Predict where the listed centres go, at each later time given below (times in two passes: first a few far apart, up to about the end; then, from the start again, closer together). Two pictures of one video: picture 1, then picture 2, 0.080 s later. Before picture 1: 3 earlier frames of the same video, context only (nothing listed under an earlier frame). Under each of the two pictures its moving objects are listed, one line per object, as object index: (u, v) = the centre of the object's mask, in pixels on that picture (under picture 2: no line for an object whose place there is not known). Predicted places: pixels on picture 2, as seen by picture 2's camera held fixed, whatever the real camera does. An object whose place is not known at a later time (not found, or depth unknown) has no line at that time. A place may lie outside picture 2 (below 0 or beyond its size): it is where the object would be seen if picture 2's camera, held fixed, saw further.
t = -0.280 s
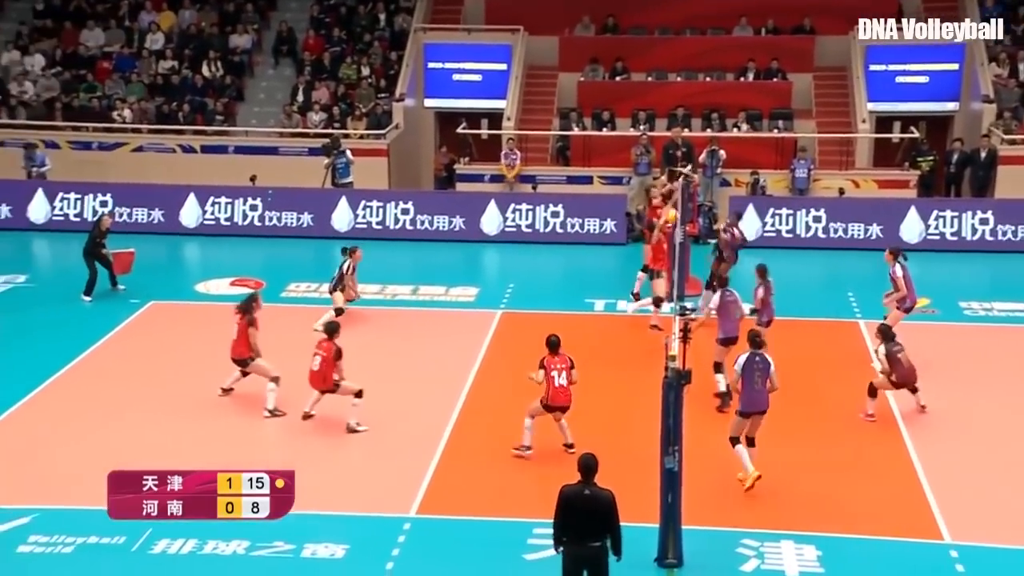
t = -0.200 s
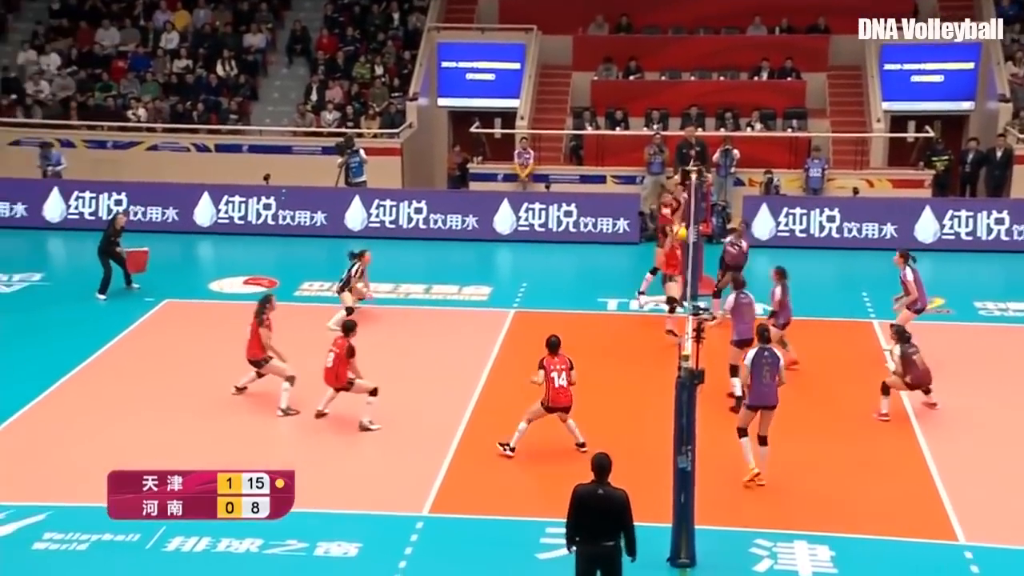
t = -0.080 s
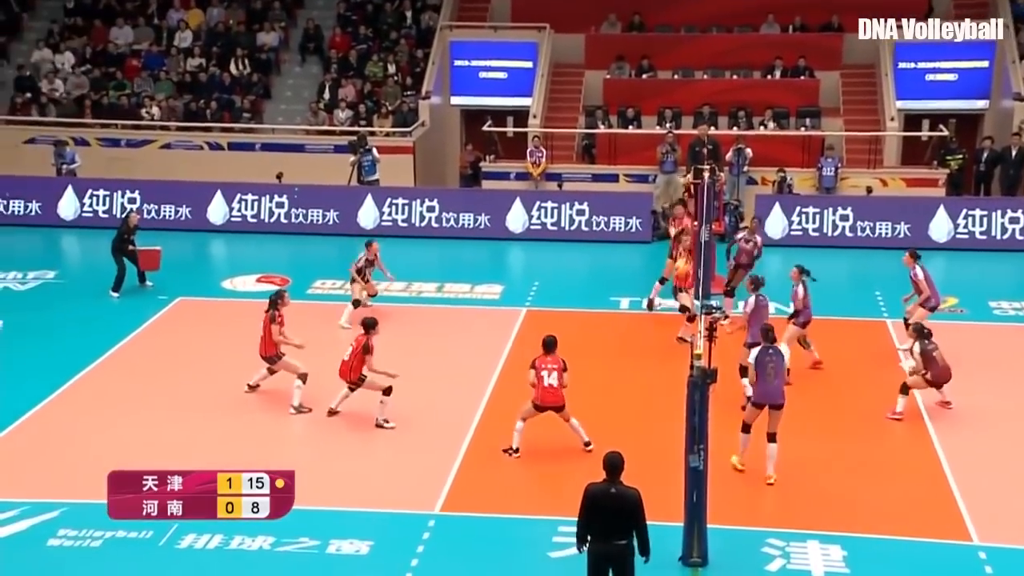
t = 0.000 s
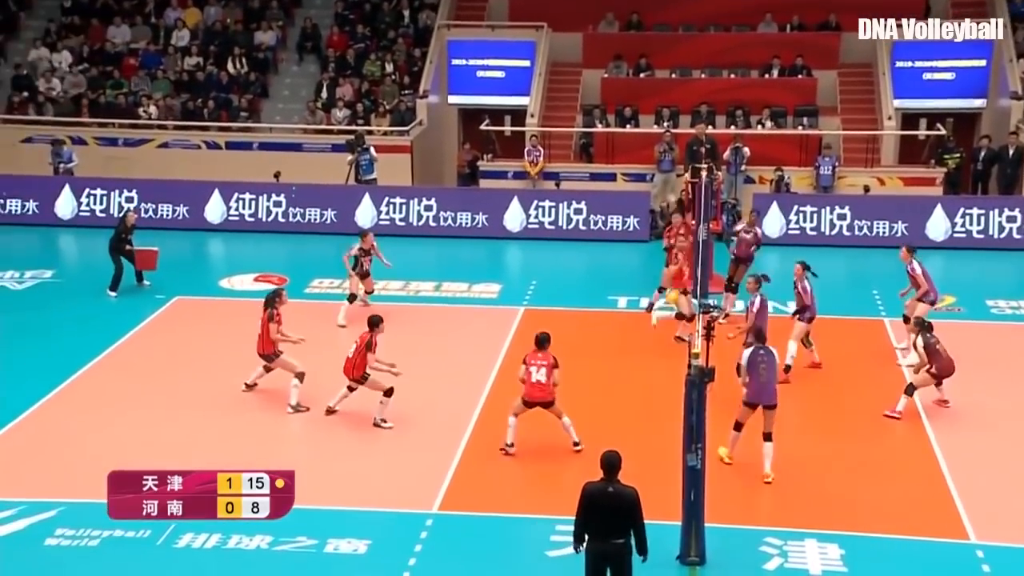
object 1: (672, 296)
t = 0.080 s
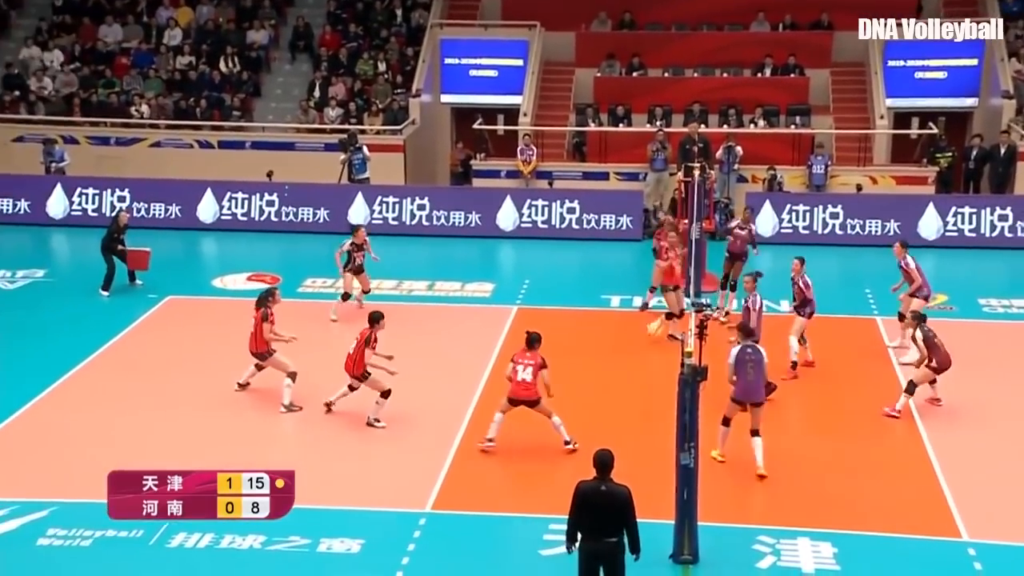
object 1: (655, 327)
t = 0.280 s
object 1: (631, 444)
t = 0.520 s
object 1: (608, 394)
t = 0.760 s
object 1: (584, 391)
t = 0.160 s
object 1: (647, 370)
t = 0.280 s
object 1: (631, 444)
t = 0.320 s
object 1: (628, 432)
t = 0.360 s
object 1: (623, 423)
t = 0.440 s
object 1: (617, 407)
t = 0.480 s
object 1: (612, 400)
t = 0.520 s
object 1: (608, 394)
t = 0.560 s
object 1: (605, 391)
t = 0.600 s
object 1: (601, 389)
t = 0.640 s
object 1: (598, 387)
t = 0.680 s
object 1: (594, 388)
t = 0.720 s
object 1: (589, 389)
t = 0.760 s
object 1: (584, 391)
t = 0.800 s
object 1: (581, 395)
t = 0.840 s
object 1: (577, 401)
